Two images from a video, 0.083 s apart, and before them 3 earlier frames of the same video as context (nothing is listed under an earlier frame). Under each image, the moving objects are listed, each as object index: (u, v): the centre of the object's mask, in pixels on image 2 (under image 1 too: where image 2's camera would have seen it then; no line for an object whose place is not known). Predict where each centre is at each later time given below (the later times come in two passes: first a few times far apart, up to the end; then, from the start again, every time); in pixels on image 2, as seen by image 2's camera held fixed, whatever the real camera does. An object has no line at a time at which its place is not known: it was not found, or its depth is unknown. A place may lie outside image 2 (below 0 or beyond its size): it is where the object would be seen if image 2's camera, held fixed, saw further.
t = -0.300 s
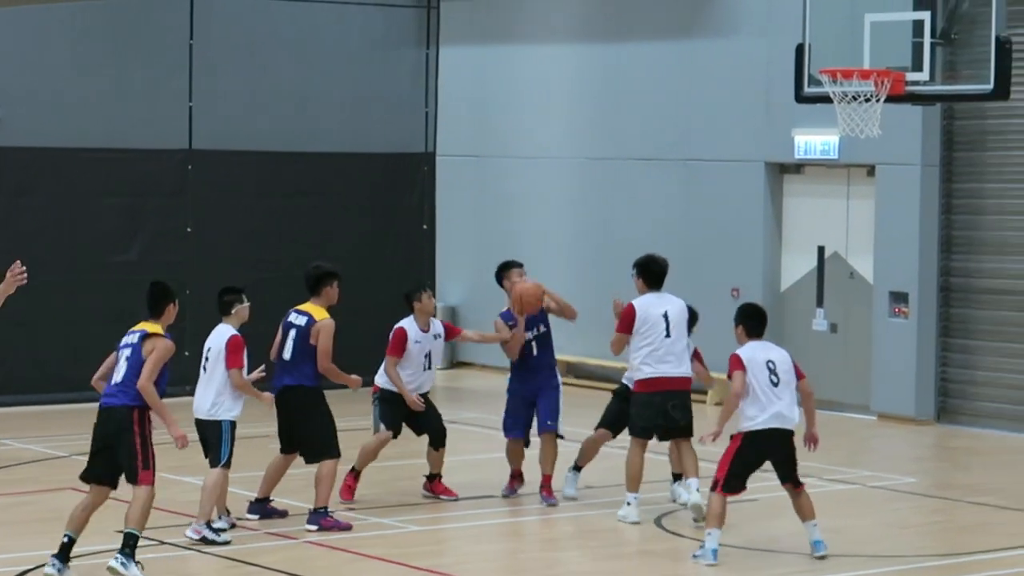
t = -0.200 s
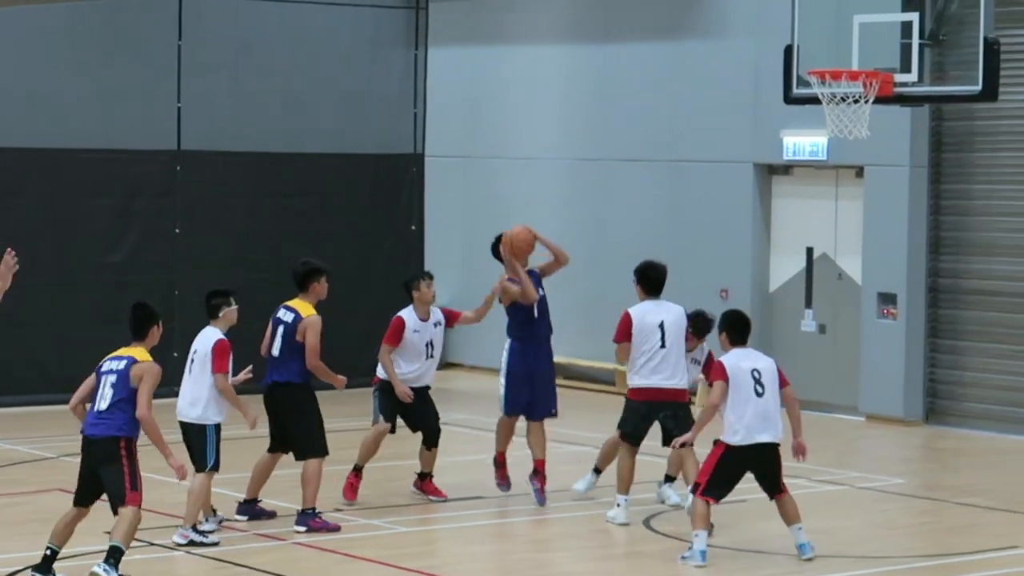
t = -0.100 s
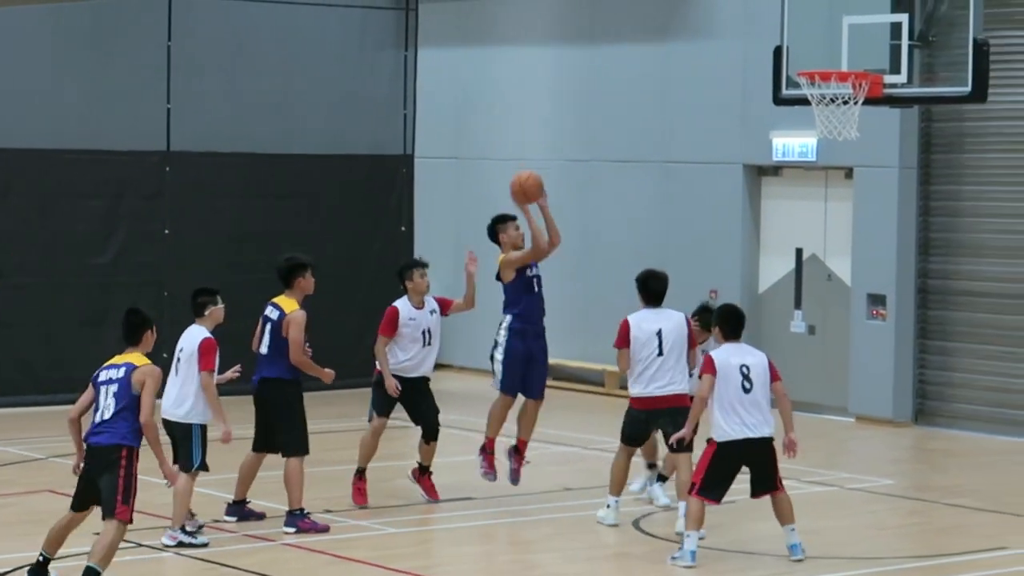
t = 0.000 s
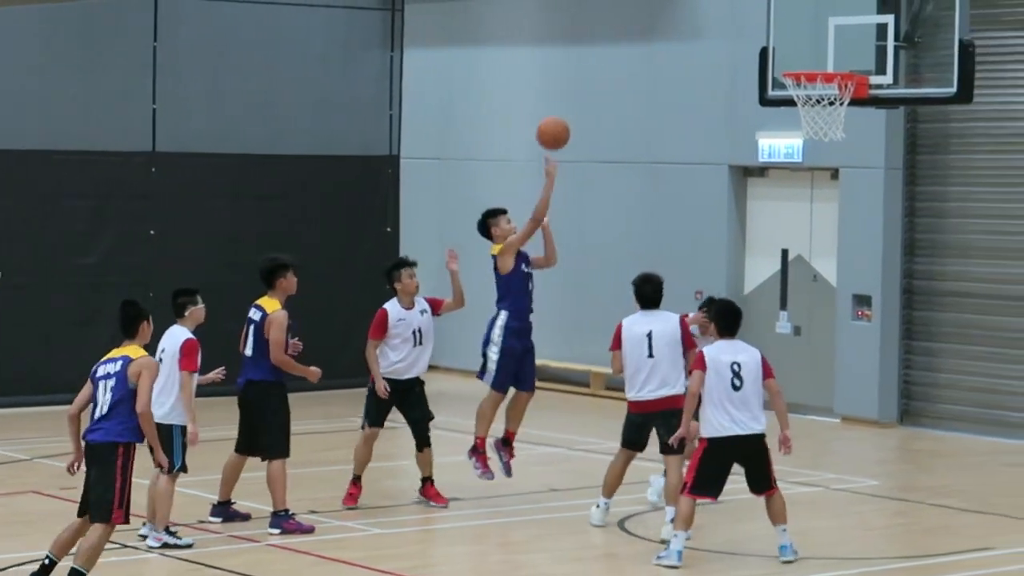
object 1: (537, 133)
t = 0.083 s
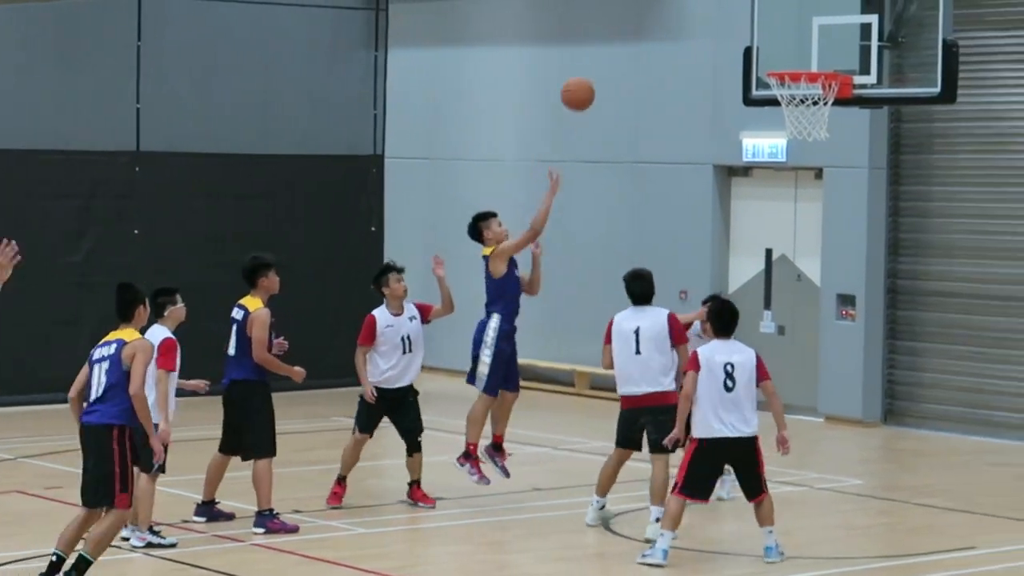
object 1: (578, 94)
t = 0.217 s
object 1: (642, 53)
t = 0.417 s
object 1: (738, 38)
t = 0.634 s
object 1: (758, 84)
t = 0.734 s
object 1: (753, 128)
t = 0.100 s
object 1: (586, 88)
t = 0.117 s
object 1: (594, 81)
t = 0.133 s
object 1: (602, 76)
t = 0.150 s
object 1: (610, 71)
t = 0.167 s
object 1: (618, 66)
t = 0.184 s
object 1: (626, 61)
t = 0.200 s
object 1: (634, 57)
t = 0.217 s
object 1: (642, 53)
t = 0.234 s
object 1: (650, 50)
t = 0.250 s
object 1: (658, 46)
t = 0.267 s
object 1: (666, 44)
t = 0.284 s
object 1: (674, 42)
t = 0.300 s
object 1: (682, 40)
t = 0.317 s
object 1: (690, 39)
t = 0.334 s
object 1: (698, 37)
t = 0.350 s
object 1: (706, 37)
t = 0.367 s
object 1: (714, 37)
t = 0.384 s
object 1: (722, 37)
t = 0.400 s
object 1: (730, 37)
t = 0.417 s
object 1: (738, 38)
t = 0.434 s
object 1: (746, 39)
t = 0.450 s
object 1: (754, 41)
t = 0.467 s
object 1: (762, 43)
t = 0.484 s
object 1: (769, 45)
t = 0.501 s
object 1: (770, 48)
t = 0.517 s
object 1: (770, 51)
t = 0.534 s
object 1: (768, 54)
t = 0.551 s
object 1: (767, 58)
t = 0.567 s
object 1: (765, 61)
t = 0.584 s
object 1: (763, 66)
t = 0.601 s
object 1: (761, 71)
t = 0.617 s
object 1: (759, 77)
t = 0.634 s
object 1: (758, 84)
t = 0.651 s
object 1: (757, 91)
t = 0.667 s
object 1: (757, 97)
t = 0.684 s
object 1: (757, 104)
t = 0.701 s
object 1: (756, 111)
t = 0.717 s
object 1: (754, 119)
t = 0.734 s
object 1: (753, 128)
